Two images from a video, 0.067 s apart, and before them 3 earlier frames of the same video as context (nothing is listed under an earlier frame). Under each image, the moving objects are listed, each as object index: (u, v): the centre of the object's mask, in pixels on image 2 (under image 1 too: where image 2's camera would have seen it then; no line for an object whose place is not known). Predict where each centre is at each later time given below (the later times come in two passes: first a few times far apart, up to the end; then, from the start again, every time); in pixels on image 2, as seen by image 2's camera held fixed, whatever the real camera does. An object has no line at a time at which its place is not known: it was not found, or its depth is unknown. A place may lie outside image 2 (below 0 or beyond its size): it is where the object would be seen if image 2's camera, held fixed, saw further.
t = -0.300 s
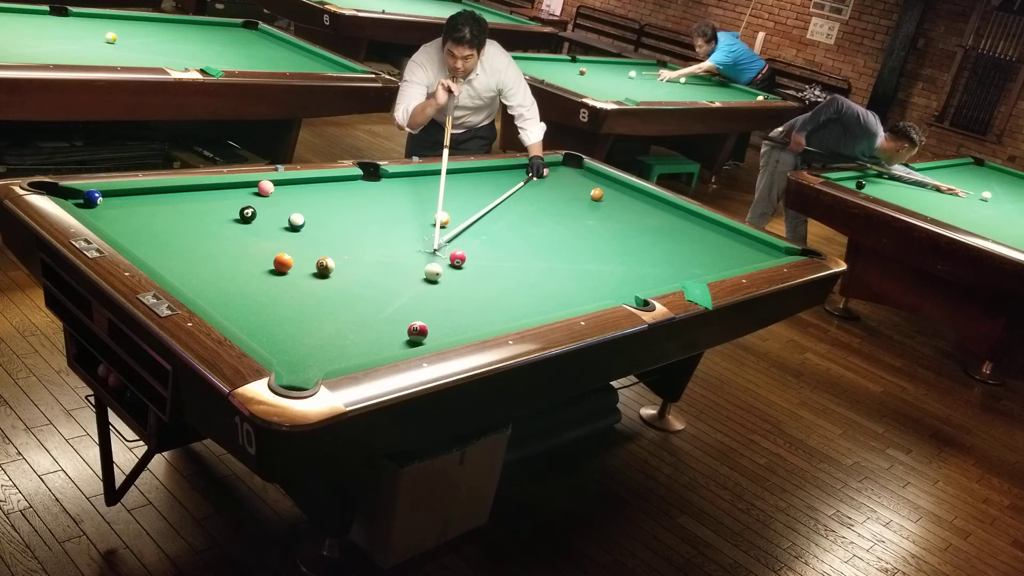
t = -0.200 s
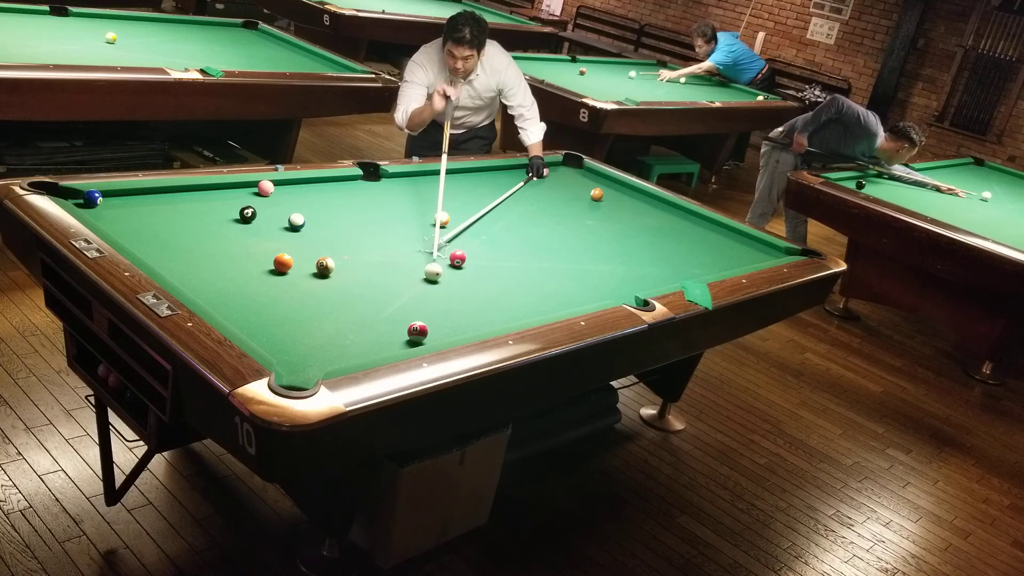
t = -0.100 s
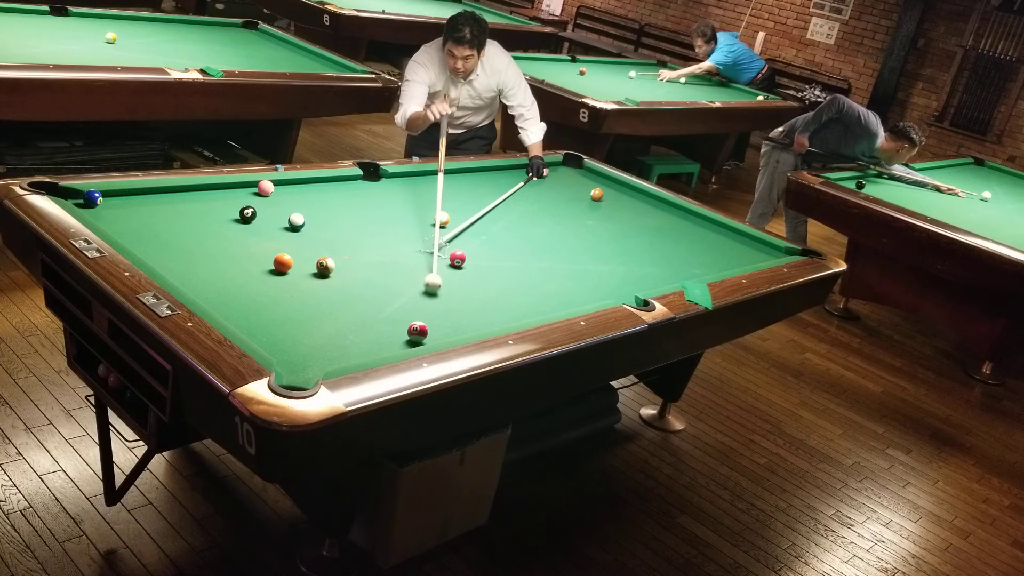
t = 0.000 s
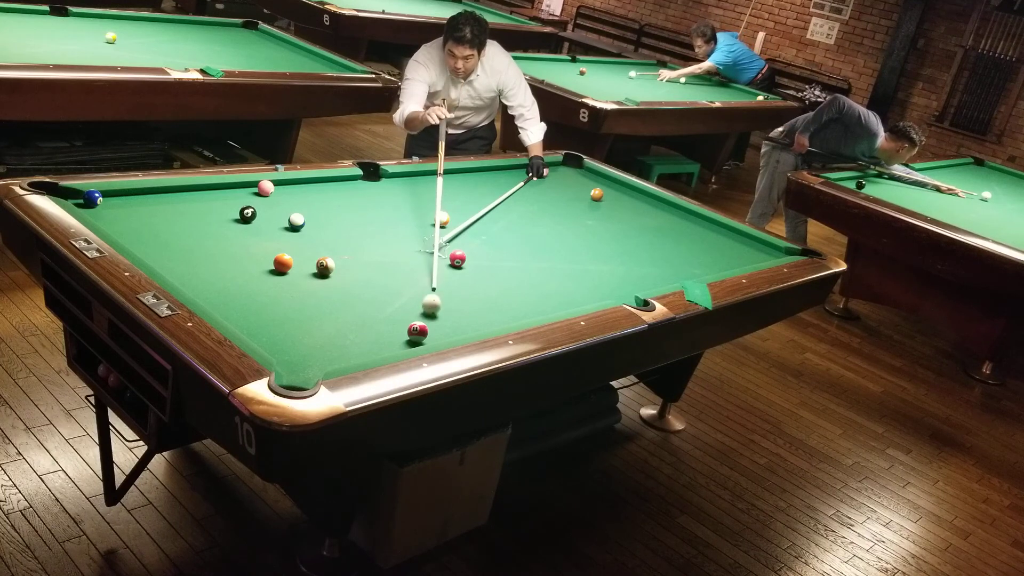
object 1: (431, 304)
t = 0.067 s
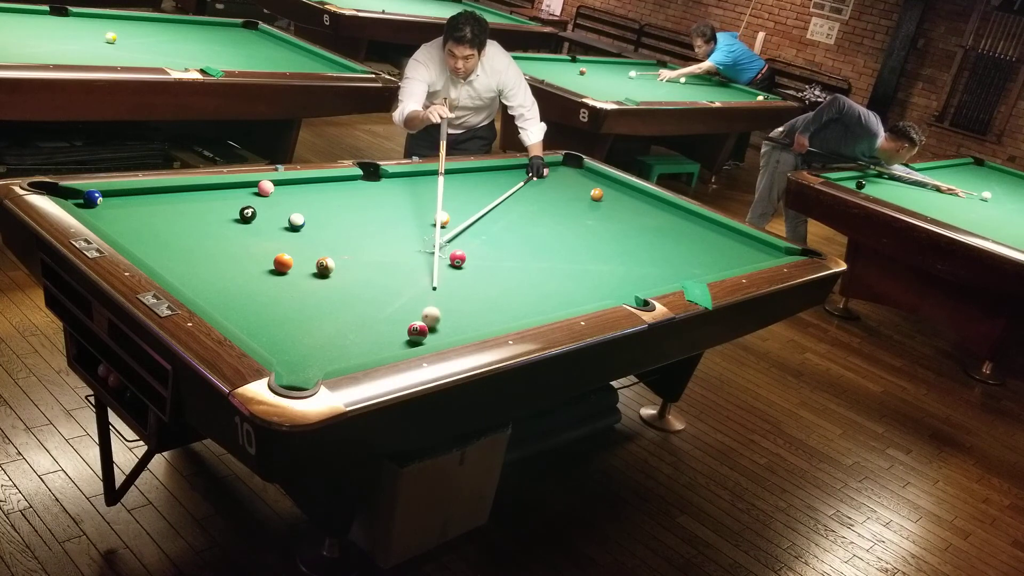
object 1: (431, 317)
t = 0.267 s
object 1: (447, 333)
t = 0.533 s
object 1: (443, 324)
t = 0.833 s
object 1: (439, 312)
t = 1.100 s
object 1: (436, 302)
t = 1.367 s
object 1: (432, 294)
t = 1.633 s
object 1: (429, 287)
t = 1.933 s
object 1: (427, 280)
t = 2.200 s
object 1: (424, 275)
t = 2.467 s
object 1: (422, 271)
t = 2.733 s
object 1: (421, 267)
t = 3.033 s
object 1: (420, 264)
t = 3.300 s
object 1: (419, 262)
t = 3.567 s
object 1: (418, 261)
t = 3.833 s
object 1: (418, 260)
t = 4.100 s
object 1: (418, 260)
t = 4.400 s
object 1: (418, 260)
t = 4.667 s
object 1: (418, 260)
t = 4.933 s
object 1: (418, 260)
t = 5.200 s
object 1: (418, 260)
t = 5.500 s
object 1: (418, 260)
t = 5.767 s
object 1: (418, 260)
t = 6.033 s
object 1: (418, 260)
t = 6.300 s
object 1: (418, 260)
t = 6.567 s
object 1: (418, 260)
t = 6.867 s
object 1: (418, 260)
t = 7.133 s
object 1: (418, 260)
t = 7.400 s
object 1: (418, 260)
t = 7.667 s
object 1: (418, 260)
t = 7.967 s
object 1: (418, 260)
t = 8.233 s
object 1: (418, 260)
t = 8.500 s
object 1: (418, 260)
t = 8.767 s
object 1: (418, 260)
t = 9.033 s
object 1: (418, 260)
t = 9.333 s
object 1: (418, 260)
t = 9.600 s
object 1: (418, 260)
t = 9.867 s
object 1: (418, 260)
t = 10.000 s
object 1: (418, 260)
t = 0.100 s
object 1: (432, 322)
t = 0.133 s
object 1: (433, 327)
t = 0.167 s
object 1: (437, 330)
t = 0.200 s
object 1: (441, 332)
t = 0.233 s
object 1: (445, 332)
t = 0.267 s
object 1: (447, 333)
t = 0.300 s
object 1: (447, 332)
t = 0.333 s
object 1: (446, 331)
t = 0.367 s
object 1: (446, 331)
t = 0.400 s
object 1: (446, 329)
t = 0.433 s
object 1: (445, 328)
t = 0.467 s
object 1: (445, 327)
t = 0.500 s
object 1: (444, 325)
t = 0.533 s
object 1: (443, 324)
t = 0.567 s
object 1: (443, 322)
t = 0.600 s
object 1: (442, 321)
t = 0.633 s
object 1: (442, 320)
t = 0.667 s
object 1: (441, 318)
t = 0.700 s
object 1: (441, 317)
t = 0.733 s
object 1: (440, 315)
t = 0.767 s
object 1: (440, 314)
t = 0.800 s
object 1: (439, 313)
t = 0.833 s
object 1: (439, 312)
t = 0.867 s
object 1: (439, 311)
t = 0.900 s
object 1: (438, 309)
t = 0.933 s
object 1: (438, 308)
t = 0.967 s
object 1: (437, 307)
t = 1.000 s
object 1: (437, 306)
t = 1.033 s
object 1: (437, 305)
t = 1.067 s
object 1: (436, 304)
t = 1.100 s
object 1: (436, 302)
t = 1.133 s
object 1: (435, 301)
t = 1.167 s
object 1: (435, 300)
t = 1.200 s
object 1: (434, 299)
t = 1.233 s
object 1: (434, 298)
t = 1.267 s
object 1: (434, 297)
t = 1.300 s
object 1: (433, 296)
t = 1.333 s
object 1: (433, 295)
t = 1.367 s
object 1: (432, 294)
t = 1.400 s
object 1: (432, 293)
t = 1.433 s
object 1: (432, 293)
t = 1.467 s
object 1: (431, 292)
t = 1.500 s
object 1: (431, 291)
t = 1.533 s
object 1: (431, 290)
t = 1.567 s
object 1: (430, 289)
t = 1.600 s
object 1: (430, 288)
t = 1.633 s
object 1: (429, 287)
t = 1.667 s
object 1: (429, 287)
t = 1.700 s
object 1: (429, 286)
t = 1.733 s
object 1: (428, 285)
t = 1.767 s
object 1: (428, 284)
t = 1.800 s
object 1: (428, 283)
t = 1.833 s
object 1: (428, 283)
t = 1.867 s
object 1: (427, 282)
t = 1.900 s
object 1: (427, 281)
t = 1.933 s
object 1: (427, 280)
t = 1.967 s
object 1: (426, 280)
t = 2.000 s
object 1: (426, 279)
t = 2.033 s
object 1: (426, 279)
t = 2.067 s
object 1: (425, 278)
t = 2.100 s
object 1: (425, 277)
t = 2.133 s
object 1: (425, 277)
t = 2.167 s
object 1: (425, 276)
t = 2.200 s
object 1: (424, 275)
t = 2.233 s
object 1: (424, 275)
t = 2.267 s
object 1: (424, 274)
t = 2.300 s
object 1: (423, 274)
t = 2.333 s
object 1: (423, 273)
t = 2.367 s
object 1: (423, 273)
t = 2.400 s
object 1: (423, 272)
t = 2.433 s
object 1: (423, 272)
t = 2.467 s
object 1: (422, 271)
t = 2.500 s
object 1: (422, 271)
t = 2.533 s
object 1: (422, 270)
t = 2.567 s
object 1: (422, 269)
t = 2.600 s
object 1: (422, 269)
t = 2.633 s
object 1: (422, 269)
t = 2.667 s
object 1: (422, 268)
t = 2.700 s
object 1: (421, 268)
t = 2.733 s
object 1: (421, 267)
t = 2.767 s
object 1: (421, 267)
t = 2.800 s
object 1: (421, 267)
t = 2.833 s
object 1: (421, 266)
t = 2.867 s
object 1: (421, 266)
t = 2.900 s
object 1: (421, 266)
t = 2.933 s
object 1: (421, 265)
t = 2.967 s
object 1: (420, 265)
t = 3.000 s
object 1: (420, 265)
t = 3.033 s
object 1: (420, 264)
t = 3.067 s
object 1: (420, 264)
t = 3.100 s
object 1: (420, 264)
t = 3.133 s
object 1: (420, 263)
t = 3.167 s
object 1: (420, 263)
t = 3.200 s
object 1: (420, 263)
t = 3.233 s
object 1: (420, 263)
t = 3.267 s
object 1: (419, 263)
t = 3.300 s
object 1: (419, 262)
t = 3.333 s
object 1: (419, 262)
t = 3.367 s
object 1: (419, 262)
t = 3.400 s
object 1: (419, 262)
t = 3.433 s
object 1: (419, 262)
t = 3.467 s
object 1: (419, 261)
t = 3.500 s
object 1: (418, 261)
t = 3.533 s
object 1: (418, 261)
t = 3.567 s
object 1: (418, 261)
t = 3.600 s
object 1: (418, 261)
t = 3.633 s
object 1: (418, 261)
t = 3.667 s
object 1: (418, 261)
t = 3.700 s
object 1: (418, 261)
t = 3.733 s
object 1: (418, 261)
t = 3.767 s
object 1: (418, 261)
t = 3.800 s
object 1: (418, 260)
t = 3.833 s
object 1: (418, 260)
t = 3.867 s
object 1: (418, 260)
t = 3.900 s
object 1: (418, 260)
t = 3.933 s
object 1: (418, 260)
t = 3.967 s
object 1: (418, 260)
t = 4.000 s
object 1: (418, 260)
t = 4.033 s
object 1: (418, 260)
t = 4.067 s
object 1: (418, 260)
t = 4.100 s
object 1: (418, 260)
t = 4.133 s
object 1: (418, 260)
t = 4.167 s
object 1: (418, 260)
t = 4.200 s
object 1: (418, 260)
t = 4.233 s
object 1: (418, 260)
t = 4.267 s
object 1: (418, 260)
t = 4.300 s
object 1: (418, 260)
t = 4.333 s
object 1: (418, 260)
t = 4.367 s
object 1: (418, 260)
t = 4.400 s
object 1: (418, 260)
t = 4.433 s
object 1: (418, 260)
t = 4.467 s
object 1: (418, 260)
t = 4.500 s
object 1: (418, 260)
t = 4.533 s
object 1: (418, 260)
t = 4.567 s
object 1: (418, 260)
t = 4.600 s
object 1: (418, 260)
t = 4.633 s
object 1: (418, 260)
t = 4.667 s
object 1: (418, 260)
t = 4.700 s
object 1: (418, 260)
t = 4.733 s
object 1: (418, 260)
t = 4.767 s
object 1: (418, 260)
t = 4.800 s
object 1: (418, 260)
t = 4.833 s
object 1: (418, 260)
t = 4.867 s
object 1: (418, 260)
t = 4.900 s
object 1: (418, 260)
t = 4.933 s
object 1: (418, 260)
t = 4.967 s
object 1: (418, 260)
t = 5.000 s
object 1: (418, 260)
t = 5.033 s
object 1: (418, 260)
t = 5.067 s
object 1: (418, 260)
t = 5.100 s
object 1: (418, 260)
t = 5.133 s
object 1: (418, 260)
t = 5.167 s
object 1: (418, 260)
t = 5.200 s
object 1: (418, 260)
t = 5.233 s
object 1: (418, 260)
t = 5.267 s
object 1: (418, 260)
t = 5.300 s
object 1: (418, 260)
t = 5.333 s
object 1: (418, 260)
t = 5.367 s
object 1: (418, 260)
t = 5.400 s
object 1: (418, 260)
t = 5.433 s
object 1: (418, 260)
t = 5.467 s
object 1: (418, 260)
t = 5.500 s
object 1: (418, 260)
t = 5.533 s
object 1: (418, 260)
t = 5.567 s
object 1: (418, 260)
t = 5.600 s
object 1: (418, 260)
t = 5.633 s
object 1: (418, 260)
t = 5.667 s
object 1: (418, 260)
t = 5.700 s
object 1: (418, 260)
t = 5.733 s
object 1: (418, 260)
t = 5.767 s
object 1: (418, 260)
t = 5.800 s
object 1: (418, 260)
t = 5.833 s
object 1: (418, 260)
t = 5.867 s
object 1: (418, 260)
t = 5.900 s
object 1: (418, 260)
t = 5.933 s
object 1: (418, 260)
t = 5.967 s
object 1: (418, 260)
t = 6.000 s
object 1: (418, 260)
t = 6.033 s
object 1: (418, 260)
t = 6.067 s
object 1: (418, 260)
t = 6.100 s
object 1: (418, 260)
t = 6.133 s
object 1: (418, 260)
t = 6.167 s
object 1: (418, 260)
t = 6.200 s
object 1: (418, 260)
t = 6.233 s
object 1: (418, 260)
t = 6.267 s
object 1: (418, 260)
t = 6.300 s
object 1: (418, 260)
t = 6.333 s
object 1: (418, 260)
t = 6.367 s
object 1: (418, 260)
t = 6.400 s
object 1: (418, 260)
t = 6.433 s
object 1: (418, 260)
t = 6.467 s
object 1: (418, 260)
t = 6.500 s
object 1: (418, 260)
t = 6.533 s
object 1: (418, 260)
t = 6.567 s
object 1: (418, 260)
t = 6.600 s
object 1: (418, 260)
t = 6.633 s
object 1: (418, 260)
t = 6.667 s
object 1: (418, 260)
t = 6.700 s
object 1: (418, 260)
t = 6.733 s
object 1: (418, 260)
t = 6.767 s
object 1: (418, 260)
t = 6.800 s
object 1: (418, 260)
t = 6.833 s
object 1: (418, 260)
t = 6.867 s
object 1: (418, 260)
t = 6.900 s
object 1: (418, 260)
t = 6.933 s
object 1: (418, 260)
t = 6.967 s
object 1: (418, 260)
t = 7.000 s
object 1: (418, 260)
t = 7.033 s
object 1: (418, 260)
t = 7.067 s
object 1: (418, 260)
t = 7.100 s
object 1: (418, 260)
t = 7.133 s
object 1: (418, 260)
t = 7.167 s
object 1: (418, 260)
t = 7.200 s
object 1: (418, 260)
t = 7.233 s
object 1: (418, 260)
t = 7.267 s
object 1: (418, 260)
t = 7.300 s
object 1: (418, 260)
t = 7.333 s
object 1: (418, 260)
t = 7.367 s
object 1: (418, 260)
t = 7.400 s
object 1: (418, 260)
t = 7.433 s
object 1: (418, 260)
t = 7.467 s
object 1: (418, 260)
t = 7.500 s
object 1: (418, 260)
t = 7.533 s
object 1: (418, 260)
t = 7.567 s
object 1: (418, 260)
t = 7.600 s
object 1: (418, 260)
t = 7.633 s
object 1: (418, 260)
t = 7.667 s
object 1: (418, 260)
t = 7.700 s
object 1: (418, 260)
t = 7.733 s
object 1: (418, 260)
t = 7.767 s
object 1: (418, 260)
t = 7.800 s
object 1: (418, 260)
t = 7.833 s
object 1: (418, 260)
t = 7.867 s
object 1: (418, 260)
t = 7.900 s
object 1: (418, 260)
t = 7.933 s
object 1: (418, 260)
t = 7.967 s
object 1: (418, 260)
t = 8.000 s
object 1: (418, 260)
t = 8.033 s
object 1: (418, 260)
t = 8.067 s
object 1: (418, 260)
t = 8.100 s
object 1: (418, 260)
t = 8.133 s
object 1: (418, 260)
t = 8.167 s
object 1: (418, 260)
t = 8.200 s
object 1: (418, 260)
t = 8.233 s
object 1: (418, 260)
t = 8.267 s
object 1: (418, 260)
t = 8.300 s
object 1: (418, 260)
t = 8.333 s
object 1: (418, 260)
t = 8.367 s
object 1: (418, 260)
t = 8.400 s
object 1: (418, 260)
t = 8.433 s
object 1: (418, 260)
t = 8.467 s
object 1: (418, 260)
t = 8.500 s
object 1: (418, 260)
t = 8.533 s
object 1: (418, 260)
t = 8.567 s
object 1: (418, 260)
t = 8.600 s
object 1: (418, 260)
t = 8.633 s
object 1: (418, 260)
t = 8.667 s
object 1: (418, 260)
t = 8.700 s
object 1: (418, 260)
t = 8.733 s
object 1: (418, 260)
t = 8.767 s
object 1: (418, 260)
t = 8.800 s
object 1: (418, 260)
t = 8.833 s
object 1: (418, 260)
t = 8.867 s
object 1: (418, 260)
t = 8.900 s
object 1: (418, 260)
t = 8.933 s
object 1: (418, 260)
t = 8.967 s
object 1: (418, 260)
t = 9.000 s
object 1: (418, 260)
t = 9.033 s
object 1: (418, 260)
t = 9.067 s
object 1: (418, 260)
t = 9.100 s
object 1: (418, 260)
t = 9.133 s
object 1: (418, 260)
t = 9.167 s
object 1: (418, 260)
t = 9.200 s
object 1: (418, 260)
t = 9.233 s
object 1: (418, 260)
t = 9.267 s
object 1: (418, 260)
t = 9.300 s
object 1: (418, 260)
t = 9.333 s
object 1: (418, 260)
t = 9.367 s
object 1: (418, 260)
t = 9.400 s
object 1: (418, 260)
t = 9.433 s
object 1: (418, 260)
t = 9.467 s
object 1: (418, 260)
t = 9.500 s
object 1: (418, 260)
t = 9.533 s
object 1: (418, 260)
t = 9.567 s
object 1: (418, 260)
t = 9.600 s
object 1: (418, 260)
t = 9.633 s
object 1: (418, 260)
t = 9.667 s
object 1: (418, 260)
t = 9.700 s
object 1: (418, 260)
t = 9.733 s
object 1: (418, 260)
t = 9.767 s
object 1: (418, 260)
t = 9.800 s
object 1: (418, 260)
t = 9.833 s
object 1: (418, 260)
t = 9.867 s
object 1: (418, 260)
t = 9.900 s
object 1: (418, 260)
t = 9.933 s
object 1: (418, 260)
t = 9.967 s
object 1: (418, 260)
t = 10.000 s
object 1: (418, 260)
